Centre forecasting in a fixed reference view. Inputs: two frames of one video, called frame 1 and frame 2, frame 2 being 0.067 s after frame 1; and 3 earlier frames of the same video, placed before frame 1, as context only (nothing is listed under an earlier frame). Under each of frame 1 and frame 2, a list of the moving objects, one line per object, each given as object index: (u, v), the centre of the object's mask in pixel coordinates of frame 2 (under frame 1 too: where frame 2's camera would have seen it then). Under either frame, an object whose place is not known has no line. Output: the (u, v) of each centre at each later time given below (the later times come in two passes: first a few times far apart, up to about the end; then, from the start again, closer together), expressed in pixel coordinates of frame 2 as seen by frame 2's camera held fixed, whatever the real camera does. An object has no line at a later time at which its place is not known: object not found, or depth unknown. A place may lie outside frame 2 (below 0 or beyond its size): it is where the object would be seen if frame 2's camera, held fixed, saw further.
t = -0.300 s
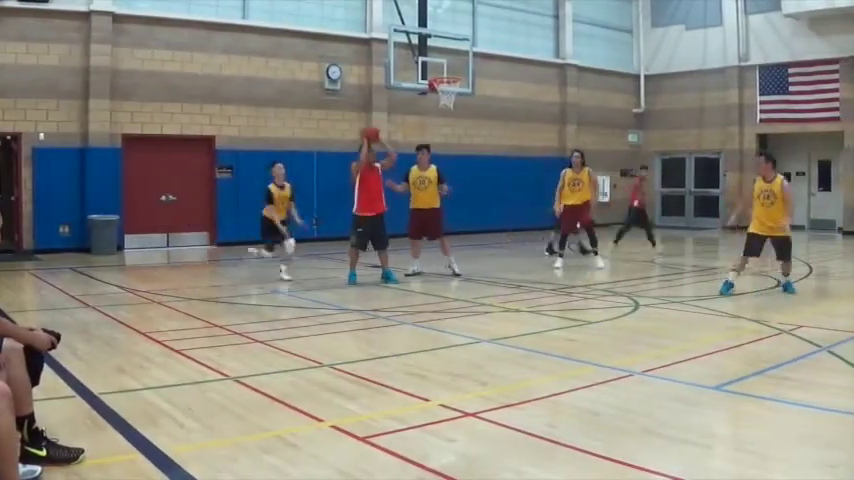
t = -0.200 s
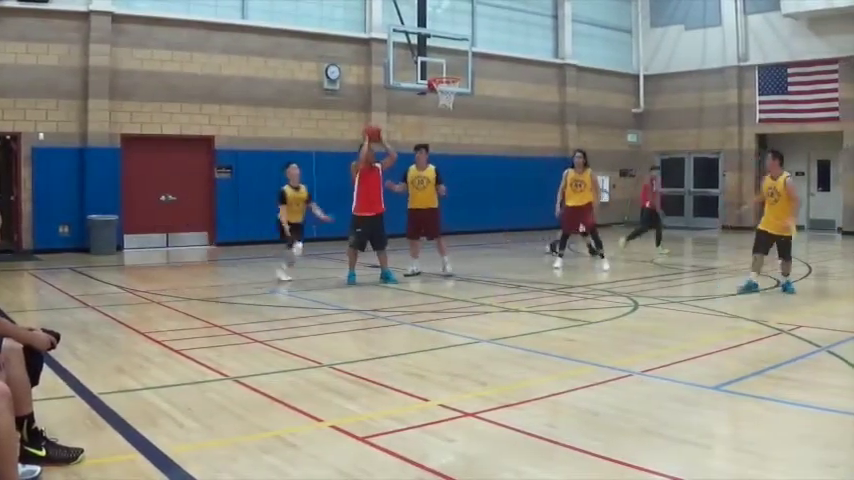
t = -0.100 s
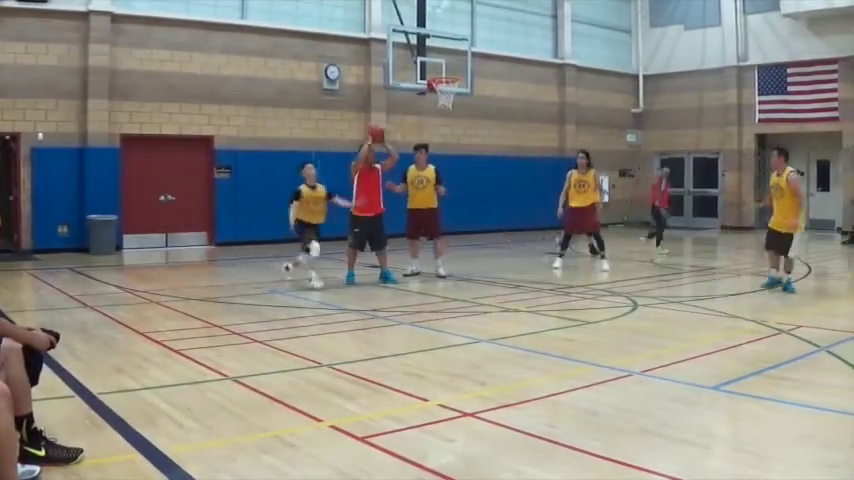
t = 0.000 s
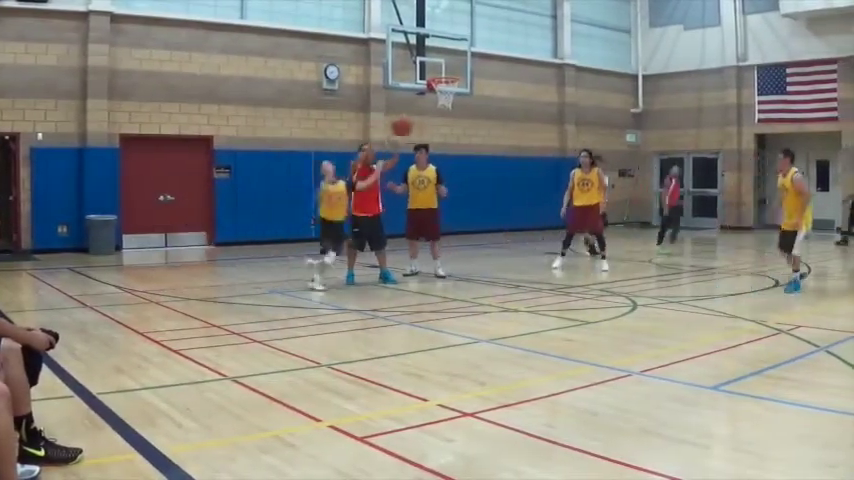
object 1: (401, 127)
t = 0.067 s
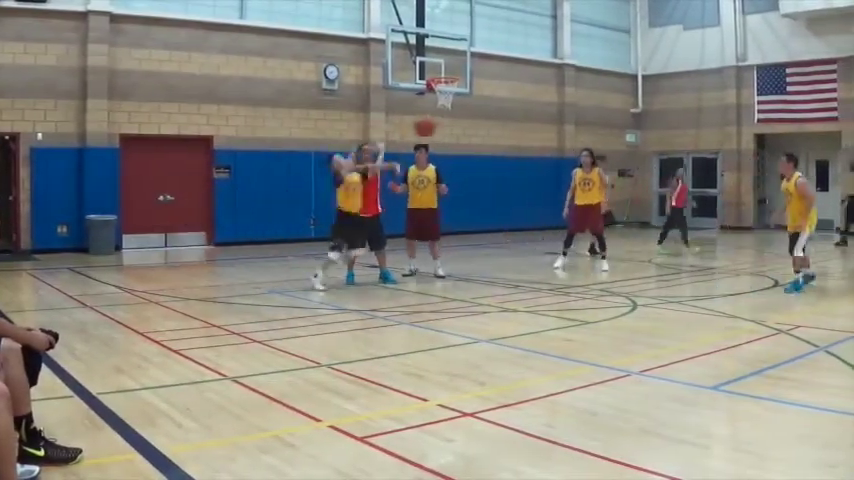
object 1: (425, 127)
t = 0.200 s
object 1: (478, 142)
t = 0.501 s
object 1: (650, 273)
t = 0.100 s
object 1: (437, 128)
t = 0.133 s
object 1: (450, 132)
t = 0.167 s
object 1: (464, 136)
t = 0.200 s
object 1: (478, 142)
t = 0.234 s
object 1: (493, 148)
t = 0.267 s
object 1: (510, 157)
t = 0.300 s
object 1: (527, 165)
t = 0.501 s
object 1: (650, 273)
